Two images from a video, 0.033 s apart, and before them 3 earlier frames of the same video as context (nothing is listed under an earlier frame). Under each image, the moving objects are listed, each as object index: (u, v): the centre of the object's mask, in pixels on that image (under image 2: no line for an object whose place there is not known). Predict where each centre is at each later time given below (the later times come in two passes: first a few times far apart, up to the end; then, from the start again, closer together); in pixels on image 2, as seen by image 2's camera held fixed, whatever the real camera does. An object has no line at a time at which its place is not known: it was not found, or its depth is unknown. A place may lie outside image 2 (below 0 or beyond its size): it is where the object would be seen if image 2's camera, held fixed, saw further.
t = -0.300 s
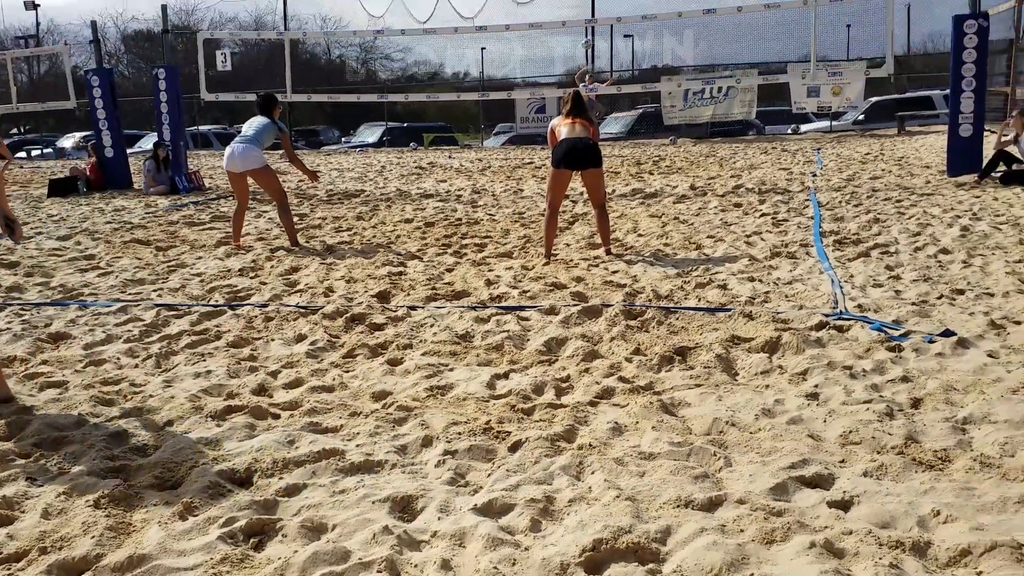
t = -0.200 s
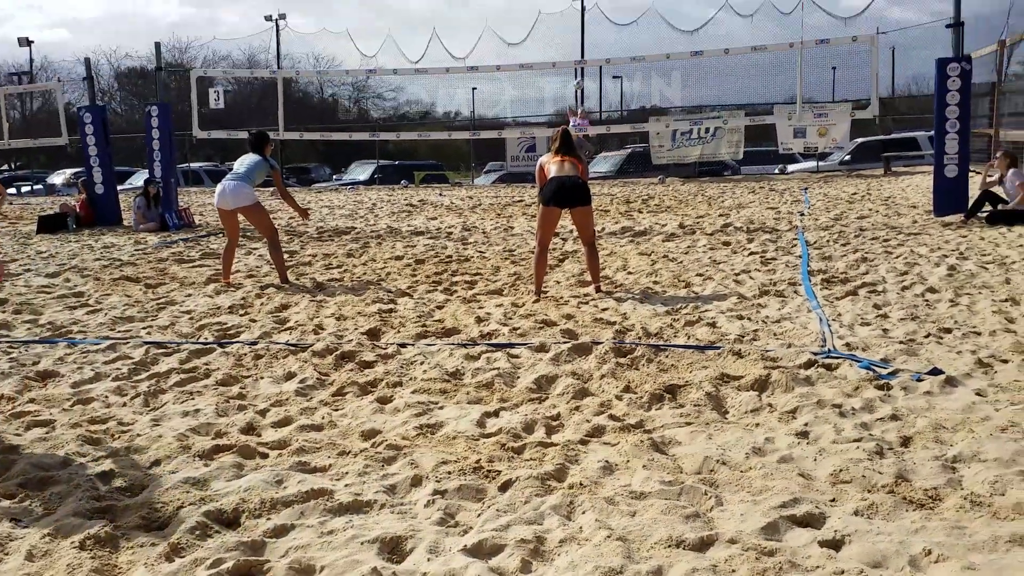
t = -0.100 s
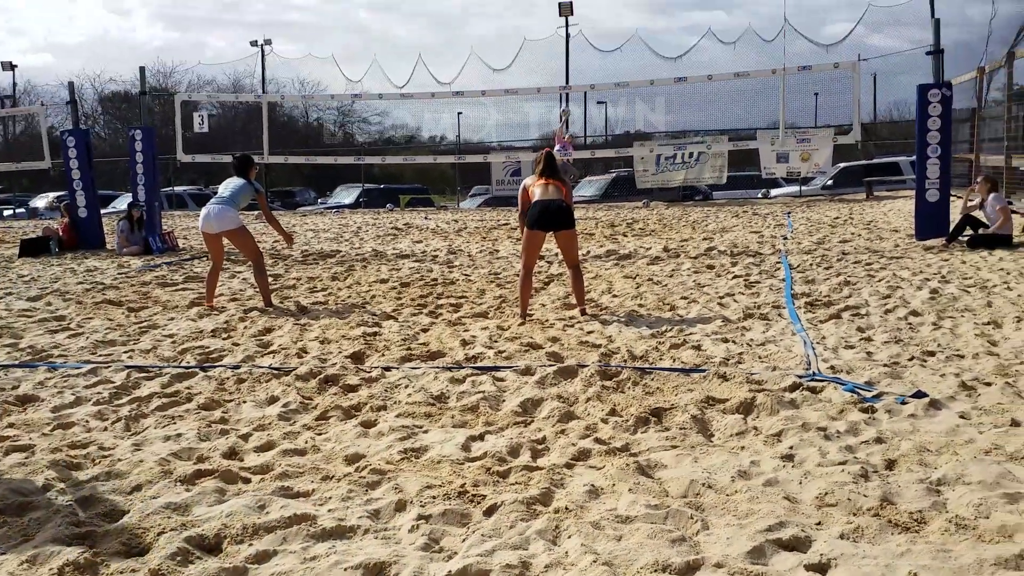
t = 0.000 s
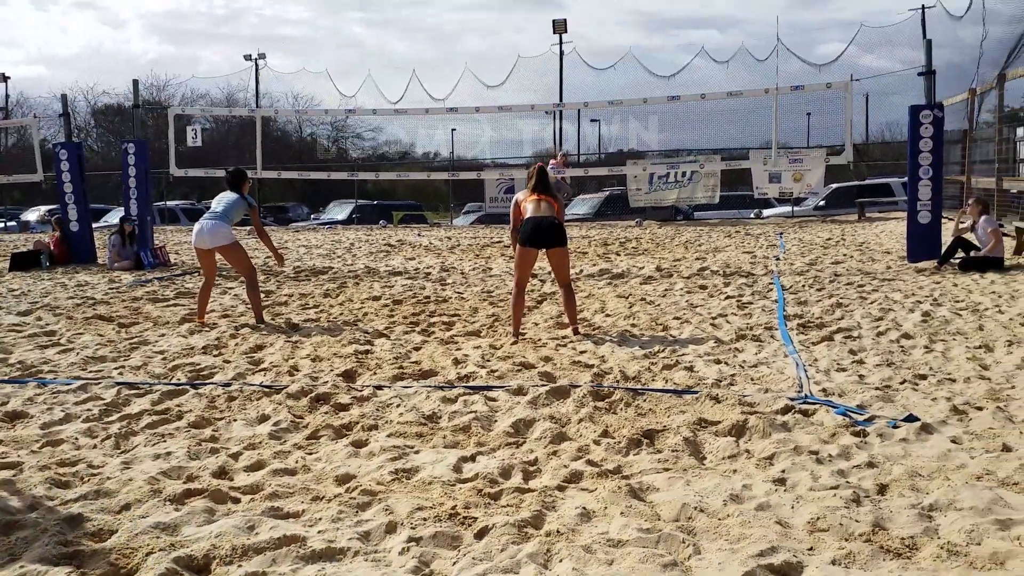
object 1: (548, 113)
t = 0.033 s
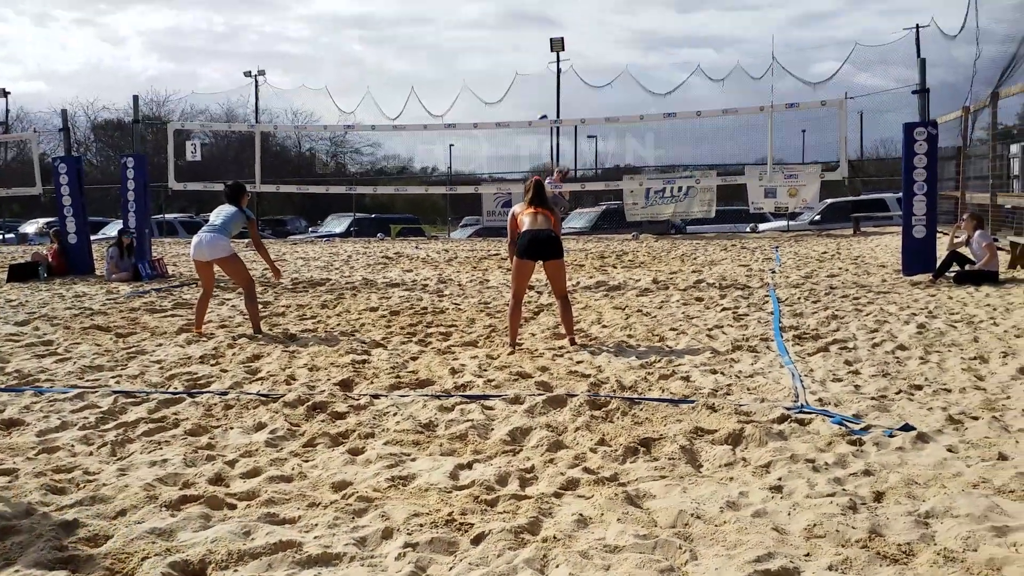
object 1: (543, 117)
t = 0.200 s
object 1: (523, 94)
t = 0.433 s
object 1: (490, 80)
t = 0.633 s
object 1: (453, 99)
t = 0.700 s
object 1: (439, 114)
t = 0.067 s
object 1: (539, 115)
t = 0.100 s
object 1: (535, 108)
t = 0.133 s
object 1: (532, 103)
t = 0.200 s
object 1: (523, 94)
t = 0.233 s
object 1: (519, 89)
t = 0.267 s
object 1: (515, 86)
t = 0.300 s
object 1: (510, 84)
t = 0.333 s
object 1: (506, 83)
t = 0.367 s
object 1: (501, 80)
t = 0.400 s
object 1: (496, 79)
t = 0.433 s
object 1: (490, 80)
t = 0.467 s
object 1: (485, 79)
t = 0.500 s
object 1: (479, 81)
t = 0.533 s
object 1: (472, 85)
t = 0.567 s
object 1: (466, 88)
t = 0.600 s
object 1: (459, 92)
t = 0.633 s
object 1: (453, 99)
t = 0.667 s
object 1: (445, 106)
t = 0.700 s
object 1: (439, 114)
